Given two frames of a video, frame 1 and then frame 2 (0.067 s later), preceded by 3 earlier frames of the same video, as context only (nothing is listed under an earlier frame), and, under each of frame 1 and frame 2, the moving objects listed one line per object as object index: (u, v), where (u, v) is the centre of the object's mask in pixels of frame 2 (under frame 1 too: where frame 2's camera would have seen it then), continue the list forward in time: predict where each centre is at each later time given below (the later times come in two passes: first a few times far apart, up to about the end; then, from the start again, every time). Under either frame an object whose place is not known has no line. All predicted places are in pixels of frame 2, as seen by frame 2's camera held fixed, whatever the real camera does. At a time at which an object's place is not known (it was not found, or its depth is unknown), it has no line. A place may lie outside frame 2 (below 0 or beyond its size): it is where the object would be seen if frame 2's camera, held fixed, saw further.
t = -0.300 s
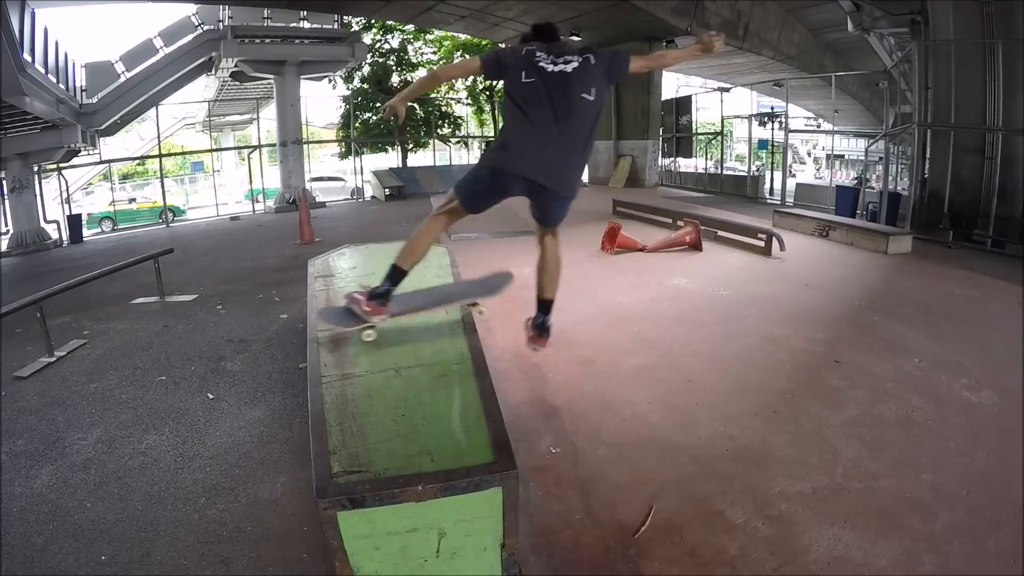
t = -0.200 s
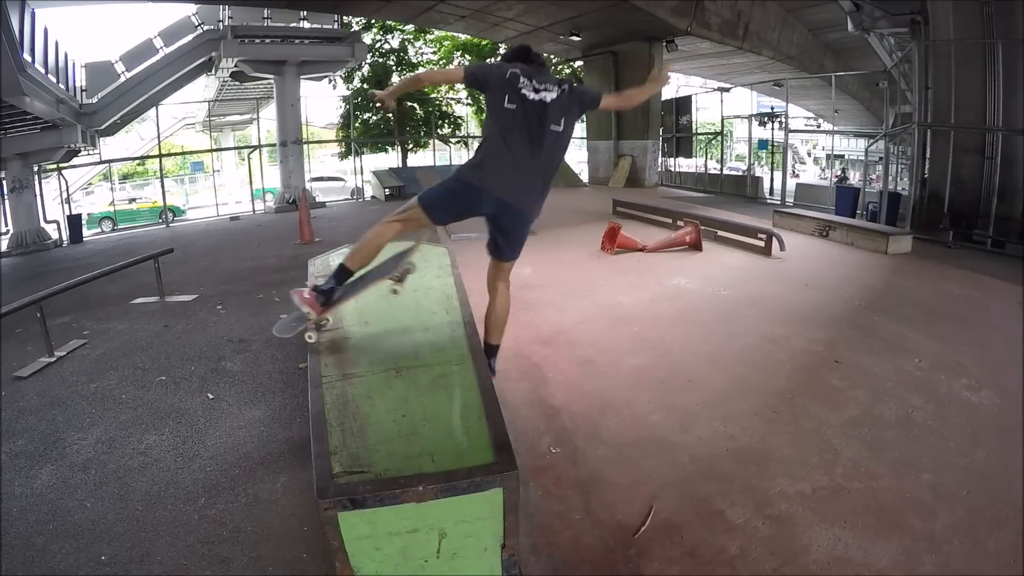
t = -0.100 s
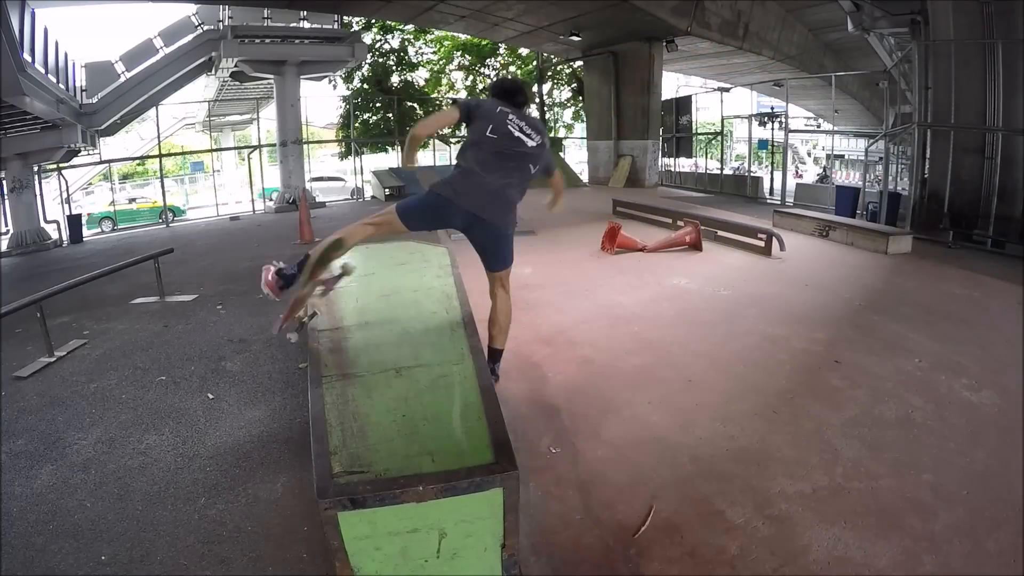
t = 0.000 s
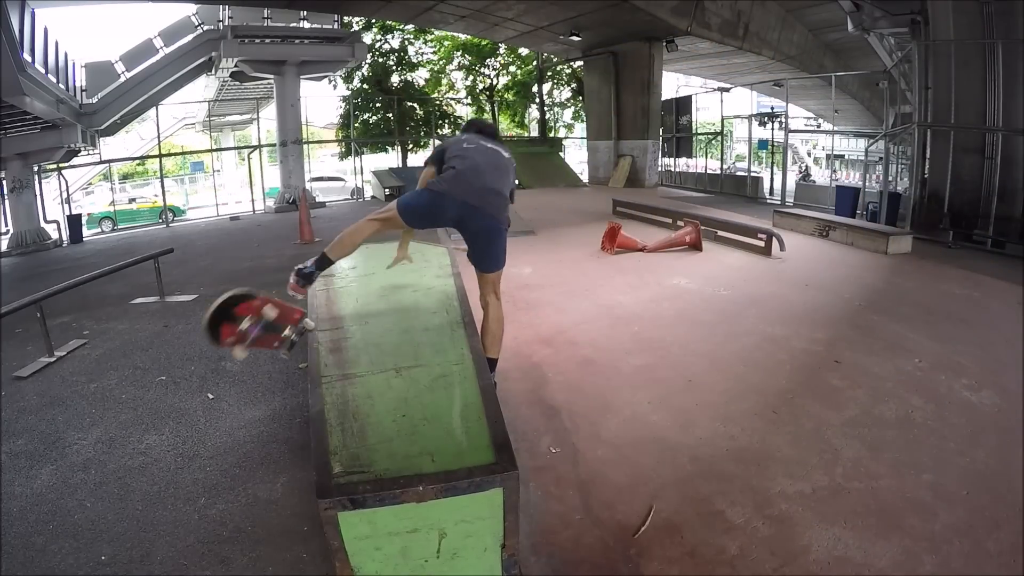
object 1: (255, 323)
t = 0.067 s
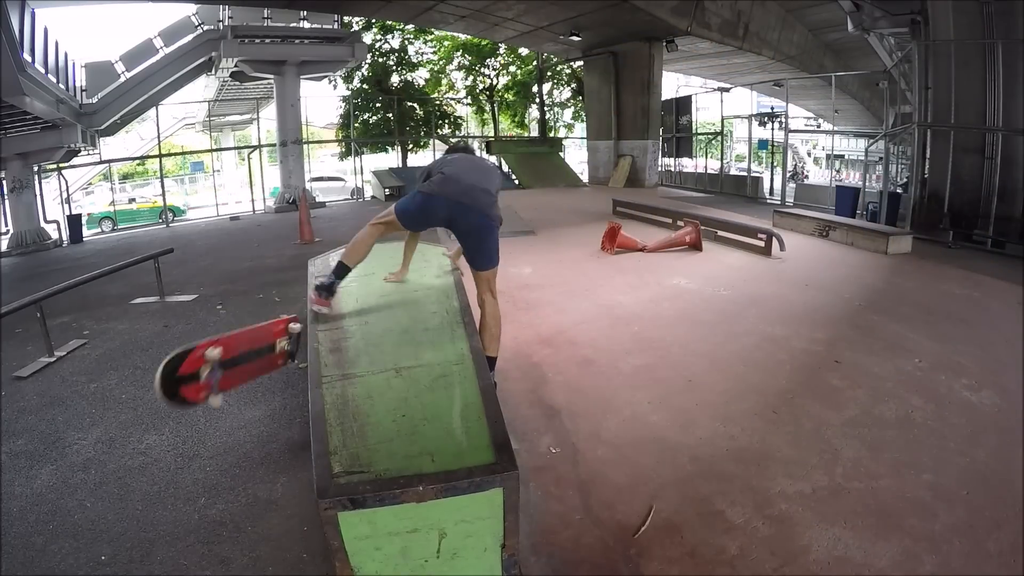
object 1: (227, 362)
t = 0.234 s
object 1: (216, 440)
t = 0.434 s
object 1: (210, 442)
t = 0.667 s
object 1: (208, 441)
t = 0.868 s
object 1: (207, 440)
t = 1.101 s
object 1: (210, 443)
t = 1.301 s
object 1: (209, 442)
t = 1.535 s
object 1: (210, 443)
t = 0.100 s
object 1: (223, 382)
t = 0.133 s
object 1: (222, 402)
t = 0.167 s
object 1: (224, 422)
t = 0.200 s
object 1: (223, 432)
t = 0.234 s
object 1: (216, 440)
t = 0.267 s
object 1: (217, 446)
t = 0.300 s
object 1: (214, 442)
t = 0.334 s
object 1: (213, 440)
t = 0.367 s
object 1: (212, 440)
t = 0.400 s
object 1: (210, 440)
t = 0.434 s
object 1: (210, 442)
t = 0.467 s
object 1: (210, 443)
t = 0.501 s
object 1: (209, 441)
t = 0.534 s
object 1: (209, 439)
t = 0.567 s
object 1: (209, 439)
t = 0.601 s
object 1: (209, 440)
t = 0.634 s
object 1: (209, 441)
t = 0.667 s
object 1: (208, 441)
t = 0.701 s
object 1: (208, 440)
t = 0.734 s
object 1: (207, 440)
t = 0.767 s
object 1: (207, 440)
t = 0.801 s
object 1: (207, 440)
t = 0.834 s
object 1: (207, 440)
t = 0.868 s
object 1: (207, 440)
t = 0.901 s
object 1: (207, 440)
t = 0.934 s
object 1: (208, 440)
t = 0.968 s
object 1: (208, 441)
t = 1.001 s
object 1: (209, 441)
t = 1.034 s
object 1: (209, 442)
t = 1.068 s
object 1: (210, 443)
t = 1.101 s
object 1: (210, 443)
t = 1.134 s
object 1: (211, 443)
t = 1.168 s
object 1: (211, 443)
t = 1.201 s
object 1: (211, 443)
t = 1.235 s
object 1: (210, 443)
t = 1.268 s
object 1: (210, 443)
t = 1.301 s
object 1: (209, 442)
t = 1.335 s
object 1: (209, 442)
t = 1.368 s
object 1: (209, 442)
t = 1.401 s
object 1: (209, 442)
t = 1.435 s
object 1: (210, 443)
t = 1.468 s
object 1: (210, 443)
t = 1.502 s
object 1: (210, 443)
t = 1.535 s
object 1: (210, 443)
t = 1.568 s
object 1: (210, 443)
